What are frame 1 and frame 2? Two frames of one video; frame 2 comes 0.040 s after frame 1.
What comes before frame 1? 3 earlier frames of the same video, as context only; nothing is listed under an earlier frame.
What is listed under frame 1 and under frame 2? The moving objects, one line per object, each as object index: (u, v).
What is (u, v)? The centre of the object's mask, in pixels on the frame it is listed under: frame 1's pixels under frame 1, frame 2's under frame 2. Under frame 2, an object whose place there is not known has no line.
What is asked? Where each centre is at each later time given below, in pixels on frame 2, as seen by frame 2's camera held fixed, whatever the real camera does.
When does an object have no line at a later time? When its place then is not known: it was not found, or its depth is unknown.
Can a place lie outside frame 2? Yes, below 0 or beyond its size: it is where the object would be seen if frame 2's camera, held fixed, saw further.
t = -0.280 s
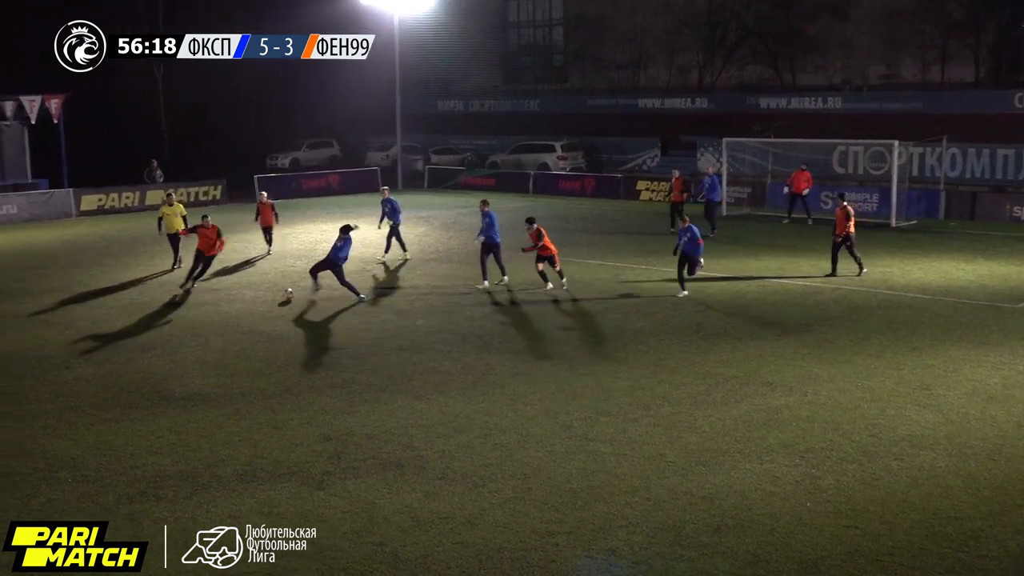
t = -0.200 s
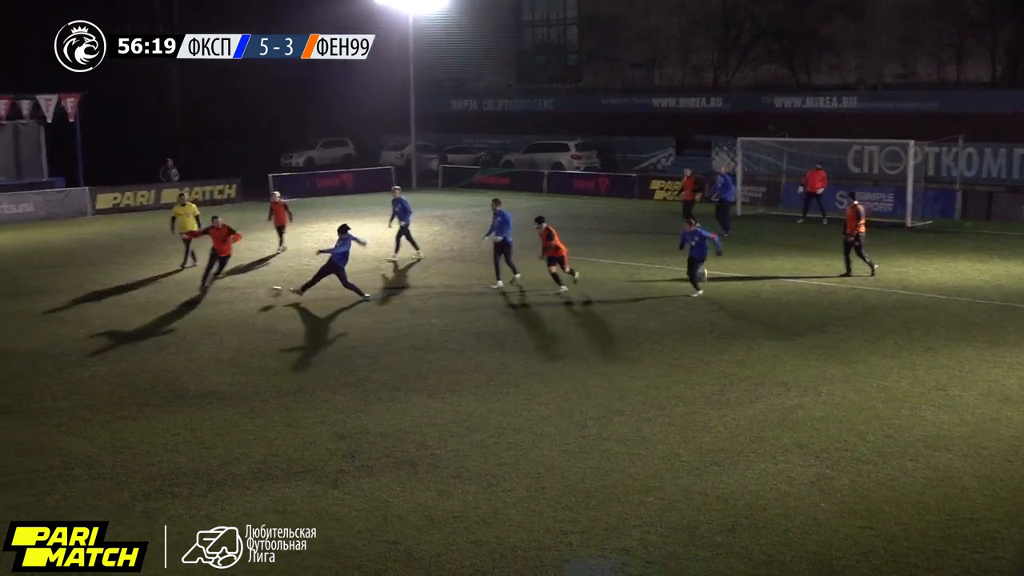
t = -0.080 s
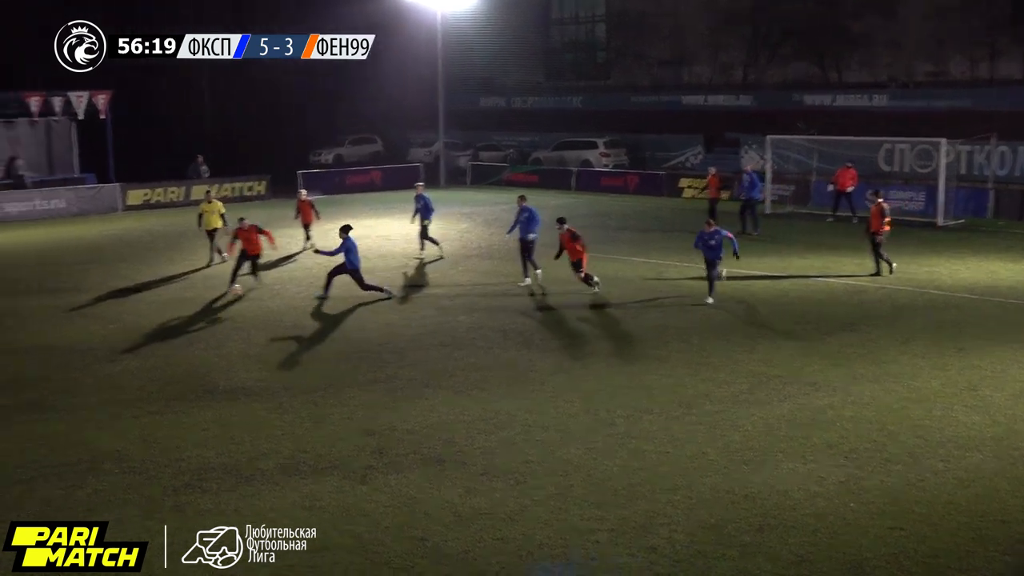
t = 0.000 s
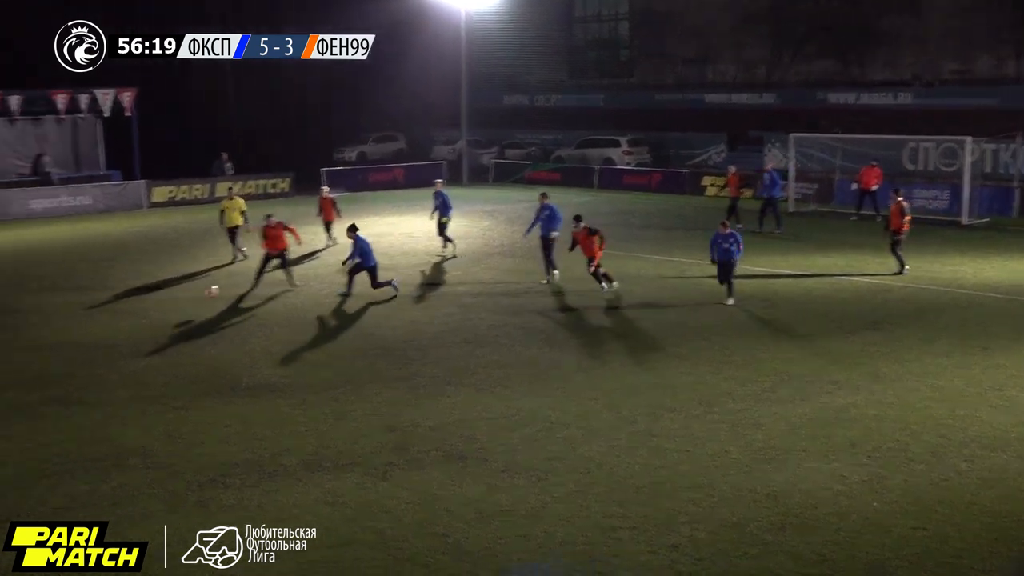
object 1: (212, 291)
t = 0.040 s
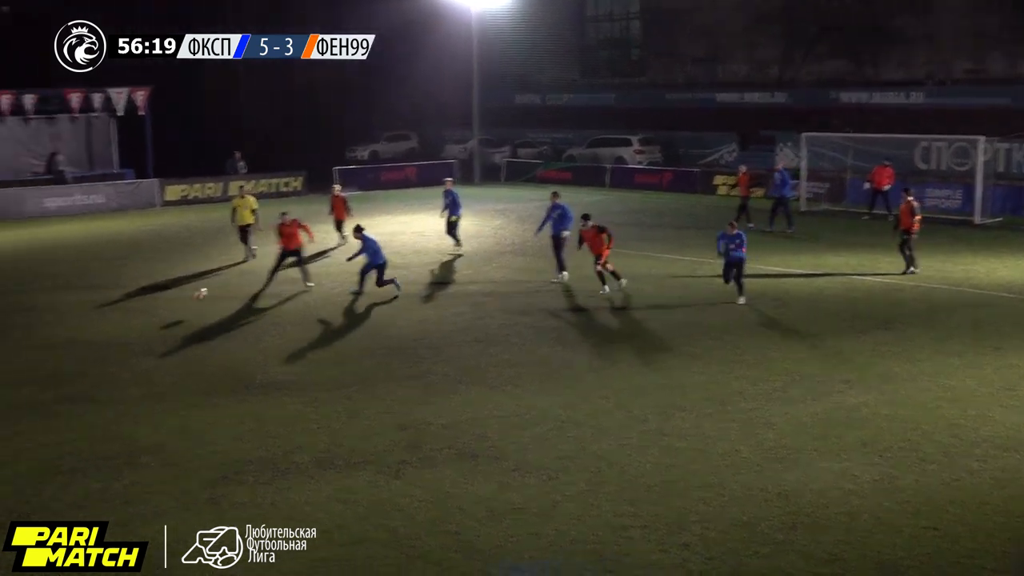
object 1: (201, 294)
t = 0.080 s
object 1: (180, 298)
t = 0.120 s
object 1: (157, 304)
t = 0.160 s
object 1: (135, 311)
